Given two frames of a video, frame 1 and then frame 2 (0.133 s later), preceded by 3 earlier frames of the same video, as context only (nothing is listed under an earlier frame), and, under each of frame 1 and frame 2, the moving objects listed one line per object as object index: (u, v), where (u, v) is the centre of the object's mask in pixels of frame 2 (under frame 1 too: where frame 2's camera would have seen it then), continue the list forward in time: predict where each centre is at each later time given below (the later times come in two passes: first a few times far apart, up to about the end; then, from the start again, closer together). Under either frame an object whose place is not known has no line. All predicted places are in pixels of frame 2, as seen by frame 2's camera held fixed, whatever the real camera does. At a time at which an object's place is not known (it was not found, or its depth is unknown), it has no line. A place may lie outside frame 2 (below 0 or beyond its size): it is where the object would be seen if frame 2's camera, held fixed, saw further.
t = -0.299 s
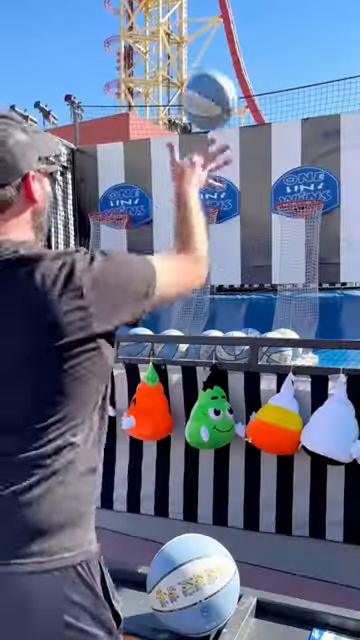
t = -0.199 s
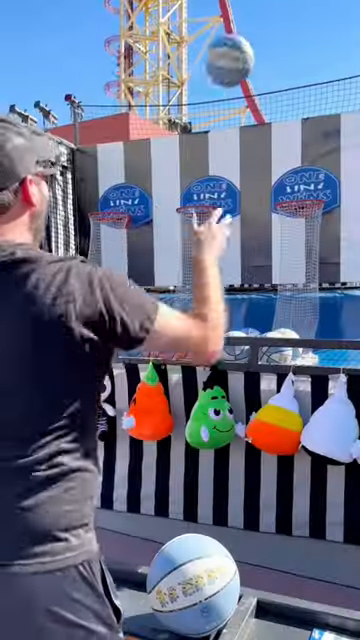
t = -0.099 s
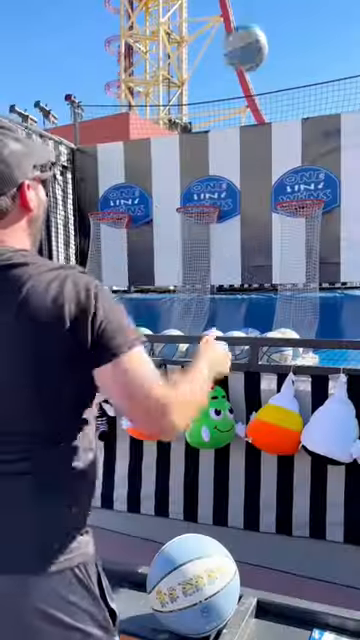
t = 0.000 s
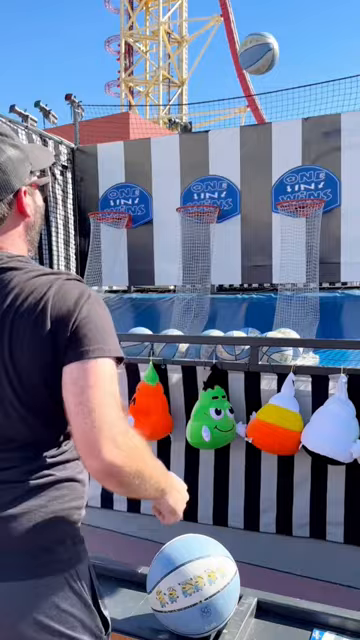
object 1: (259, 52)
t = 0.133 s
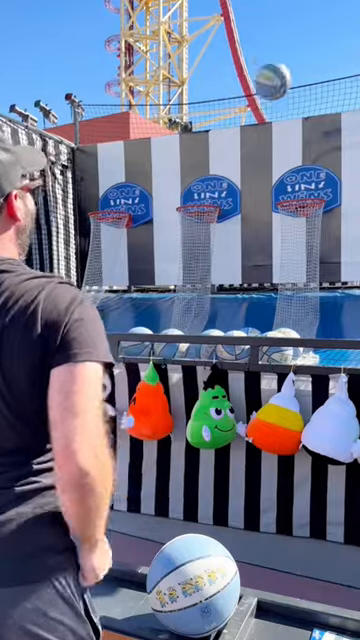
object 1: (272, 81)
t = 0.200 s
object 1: (278, 102)
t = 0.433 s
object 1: (292, 194)
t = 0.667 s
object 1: (324, 294)
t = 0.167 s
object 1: (275, 91)
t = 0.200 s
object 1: (278, 102)
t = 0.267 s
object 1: (283, 127)
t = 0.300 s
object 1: (284, 140)
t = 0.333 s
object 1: (287, 154)
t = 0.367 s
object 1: (290, 169)
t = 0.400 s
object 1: (291, 184)
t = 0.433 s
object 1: (292, 194)
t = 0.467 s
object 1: (296, 215)
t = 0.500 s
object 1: (302, 230)
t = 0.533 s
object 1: (309, 241)
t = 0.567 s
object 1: (314, 257)
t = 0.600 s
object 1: (318, 266)
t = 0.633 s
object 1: (320, 281)
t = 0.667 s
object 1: (324, 294)
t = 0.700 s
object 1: (326, 298)
